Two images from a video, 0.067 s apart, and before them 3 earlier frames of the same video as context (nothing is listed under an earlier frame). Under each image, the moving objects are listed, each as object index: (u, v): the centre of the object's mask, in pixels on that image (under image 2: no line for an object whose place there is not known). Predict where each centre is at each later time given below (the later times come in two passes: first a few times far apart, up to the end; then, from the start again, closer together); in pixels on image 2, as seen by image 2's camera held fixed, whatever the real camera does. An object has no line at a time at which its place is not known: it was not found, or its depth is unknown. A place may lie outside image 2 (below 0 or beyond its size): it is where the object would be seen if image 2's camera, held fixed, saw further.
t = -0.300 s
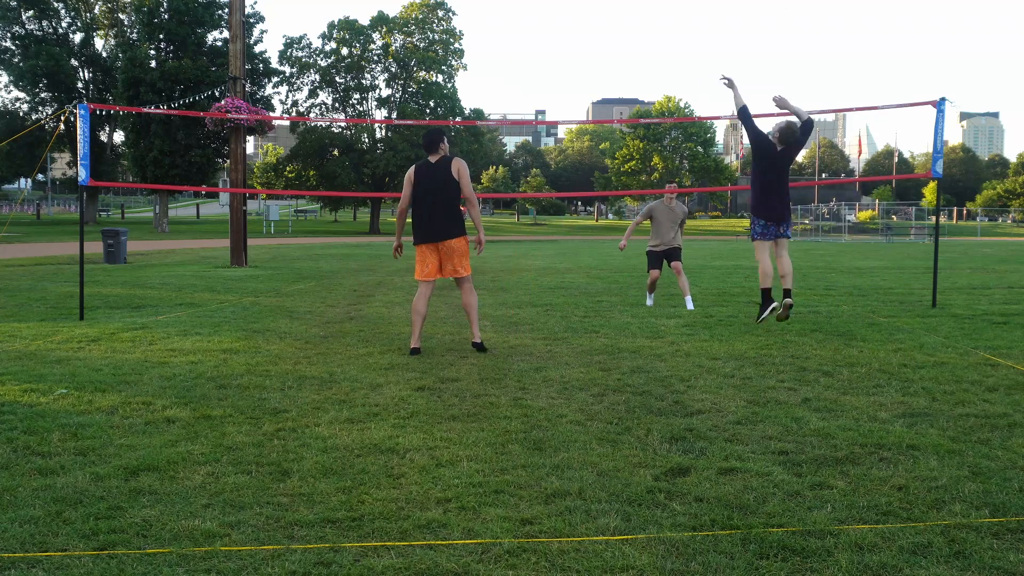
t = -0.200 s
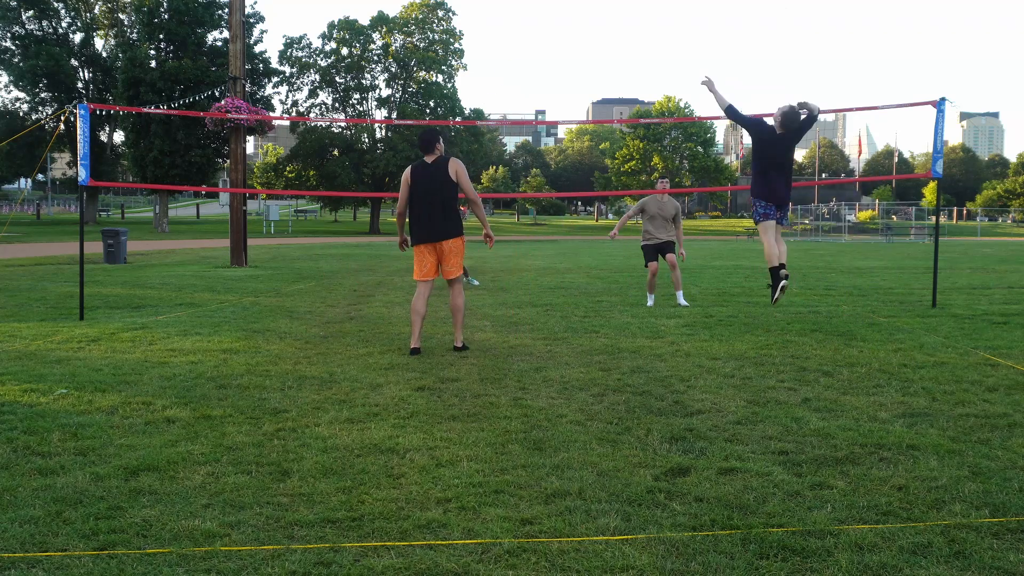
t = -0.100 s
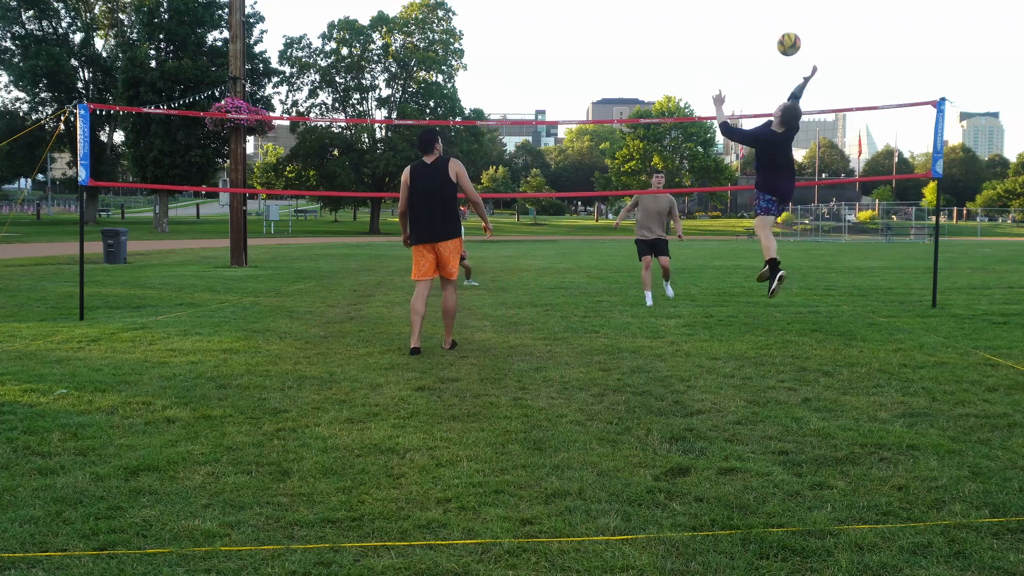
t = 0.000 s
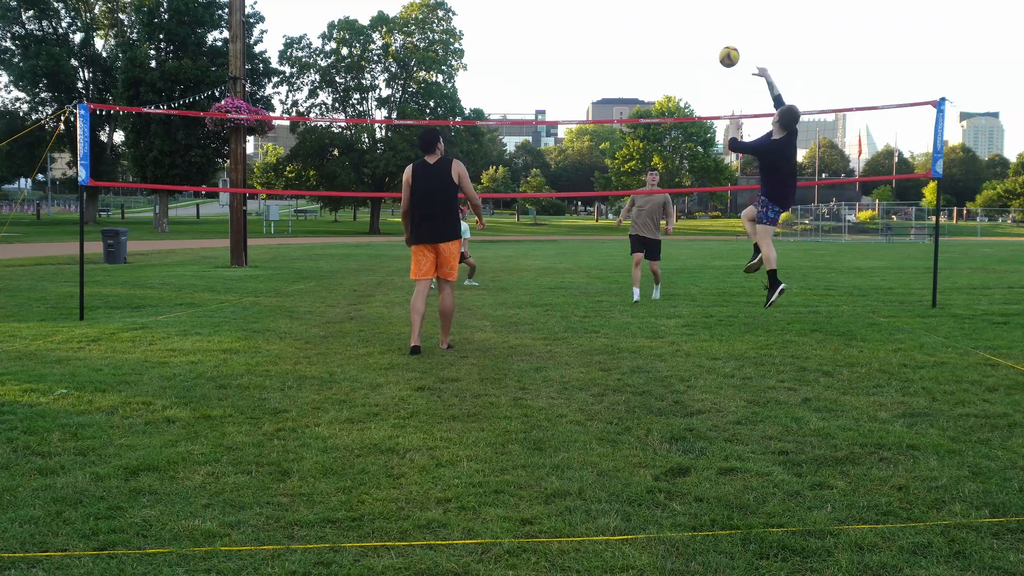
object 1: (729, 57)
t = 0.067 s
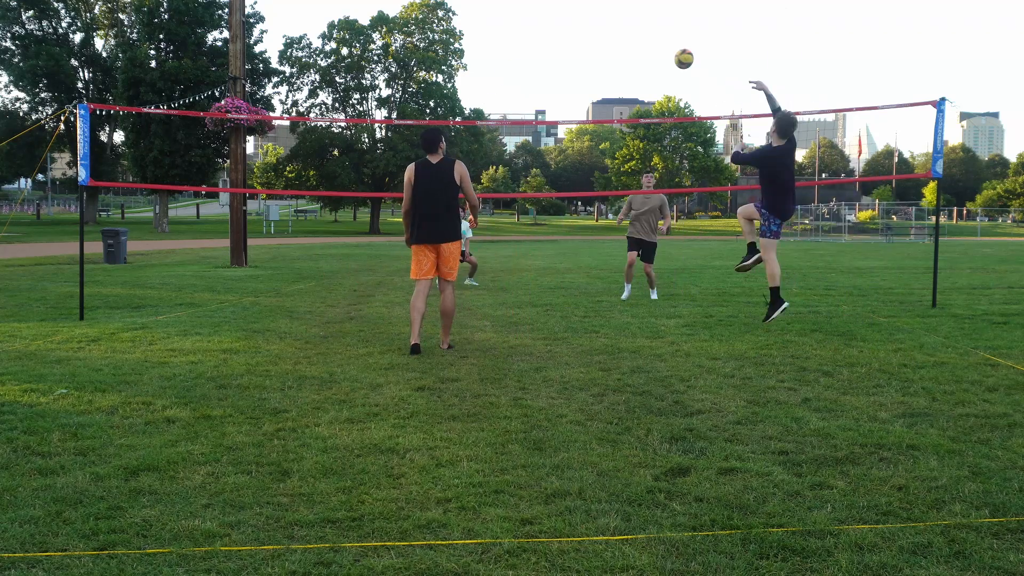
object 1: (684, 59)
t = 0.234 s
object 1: (597, 83)
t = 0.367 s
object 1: (546, 114)
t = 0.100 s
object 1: (664, 62)
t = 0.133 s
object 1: (645, 66)
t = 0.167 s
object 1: (628, 71)
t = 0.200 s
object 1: (612, 76)
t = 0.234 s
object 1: (597, 83)
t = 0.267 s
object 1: (583, 90)
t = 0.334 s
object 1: (558, 106)
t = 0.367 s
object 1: (546, 114)
